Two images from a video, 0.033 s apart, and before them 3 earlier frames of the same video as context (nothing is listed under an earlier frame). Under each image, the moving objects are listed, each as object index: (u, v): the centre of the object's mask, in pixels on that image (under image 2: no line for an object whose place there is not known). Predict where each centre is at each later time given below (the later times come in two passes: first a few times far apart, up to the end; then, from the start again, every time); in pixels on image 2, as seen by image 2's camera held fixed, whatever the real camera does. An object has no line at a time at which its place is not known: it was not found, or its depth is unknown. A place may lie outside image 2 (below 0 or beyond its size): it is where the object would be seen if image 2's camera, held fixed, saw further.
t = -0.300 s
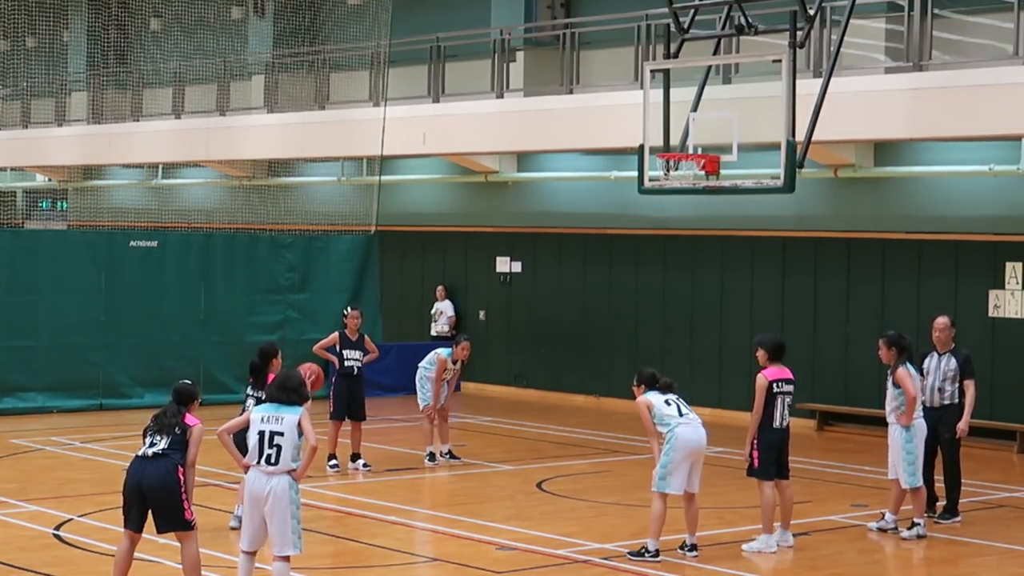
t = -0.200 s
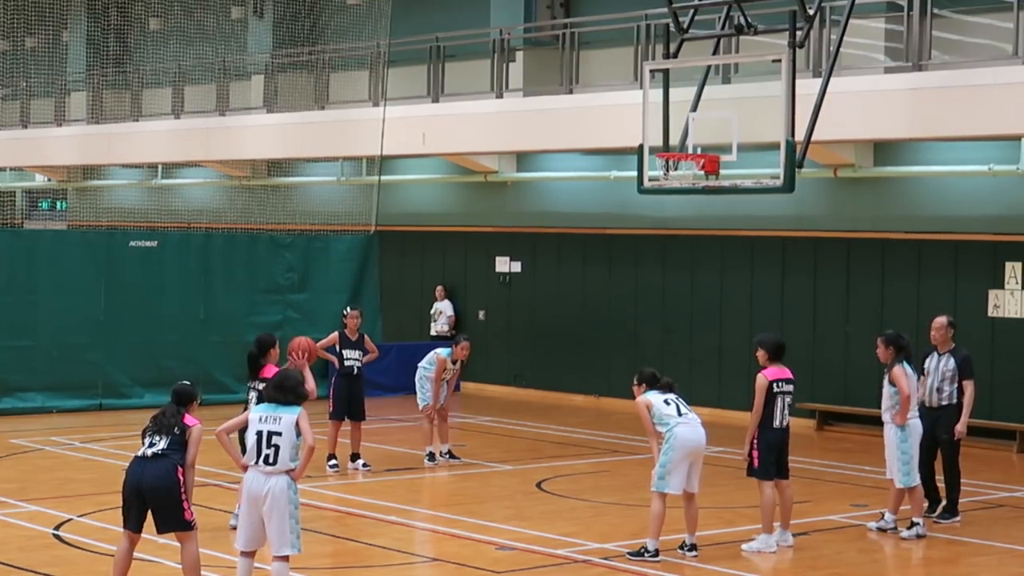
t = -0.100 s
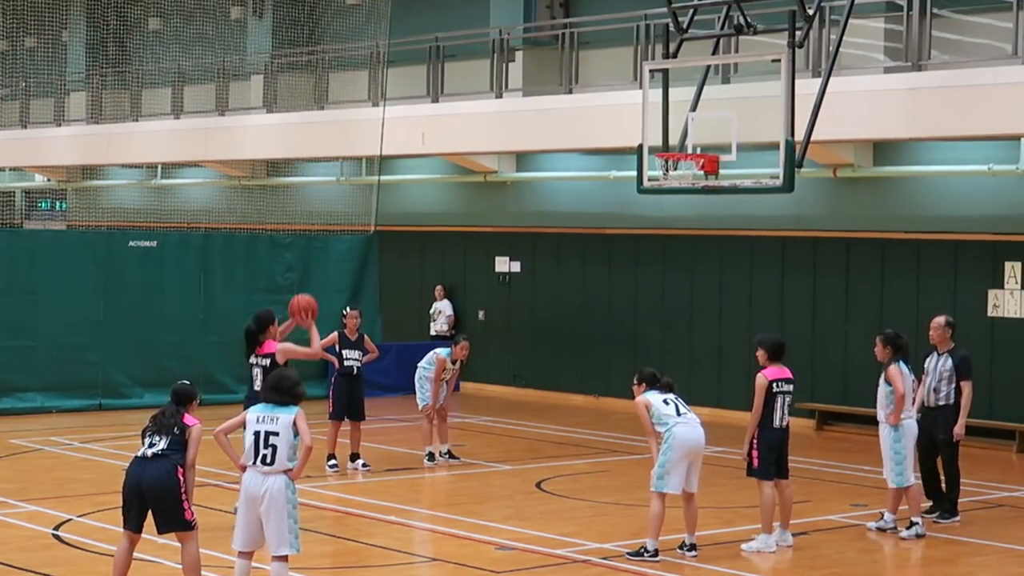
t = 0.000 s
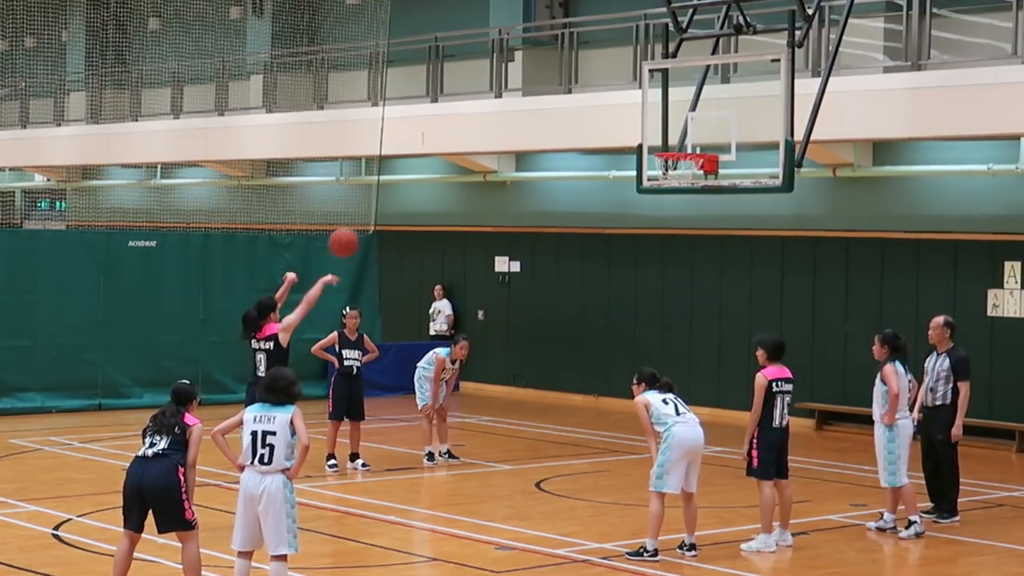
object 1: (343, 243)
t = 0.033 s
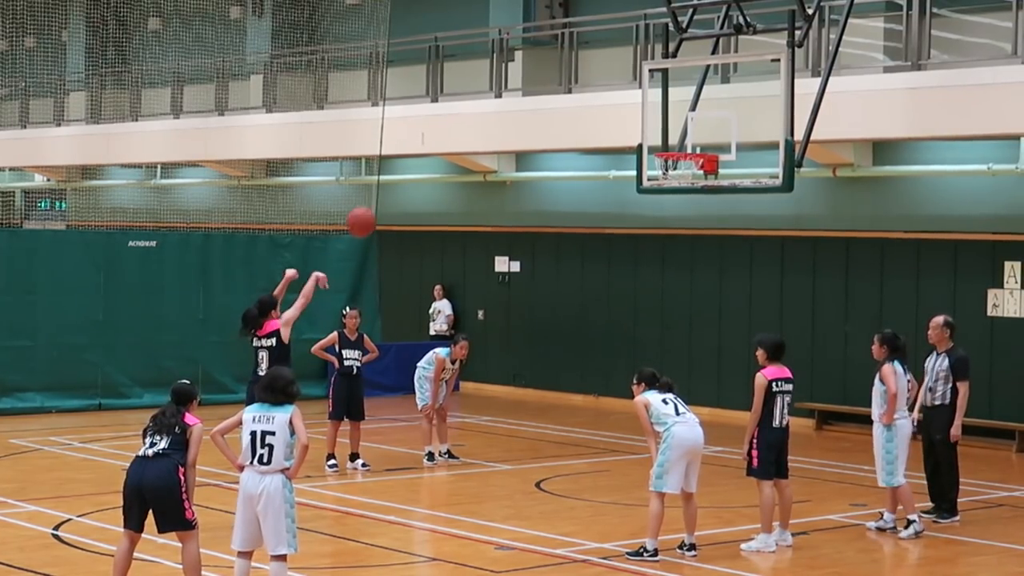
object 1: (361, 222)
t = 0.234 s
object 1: (461, 132)
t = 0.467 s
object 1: (566, 94)
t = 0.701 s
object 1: (658, 119)
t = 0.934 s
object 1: (667, 137)
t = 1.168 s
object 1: (656, 109)
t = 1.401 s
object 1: (644, 140)
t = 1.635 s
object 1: (629, 235)
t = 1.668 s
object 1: (627, 254)
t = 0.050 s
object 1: (370, 212)
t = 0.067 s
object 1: (379, 203)
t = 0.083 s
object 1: (387, 195)
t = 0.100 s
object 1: (396, 186)
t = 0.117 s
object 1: (404, 178)
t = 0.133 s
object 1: (413, 170)
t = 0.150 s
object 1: (421, 163)
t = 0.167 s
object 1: (429, 156)
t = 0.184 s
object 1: (438, 150)
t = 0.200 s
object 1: (446, 144)
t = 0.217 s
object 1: (454, 138)
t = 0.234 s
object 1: (461, 132)
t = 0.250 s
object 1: (469, 127)
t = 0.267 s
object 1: (477, 123)
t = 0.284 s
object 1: (485, 119)
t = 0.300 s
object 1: (493, 115)
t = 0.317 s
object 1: (500, 111)
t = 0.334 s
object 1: (508, 108)
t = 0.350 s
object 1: (515, 105)
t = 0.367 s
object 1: (523, 103)
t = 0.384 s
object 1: (530, 101)
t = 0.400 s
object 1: (538, 99)
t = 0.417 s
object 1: (545, 97)
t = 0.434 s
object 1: (552, 96)
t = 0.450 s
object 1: (559, 95)
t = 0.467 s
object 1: (566, 94)
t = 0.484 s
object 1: (573, 94)
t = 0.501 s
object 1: (580, 95)
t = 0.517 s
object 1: (587, 95)
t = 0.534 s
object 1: (594, 96)
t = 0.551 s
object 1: (600, 97)
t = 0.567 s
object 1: (607, 98)
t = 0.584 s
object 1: (613, 100)
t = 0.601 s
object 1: (620, 102)
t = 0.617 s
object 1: (627, 104)
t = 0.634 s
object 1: (633, 107)
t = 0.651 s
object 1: (640, 109)
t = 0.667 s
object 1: (646, 113)
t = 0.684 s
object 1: (651, 116)
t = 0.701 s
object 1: (658, 119)
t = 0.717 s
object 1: (664, 123)
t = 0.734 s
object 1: (670, 127)
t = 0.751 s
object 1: (676, 132)
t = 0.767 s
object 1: (682, 137)
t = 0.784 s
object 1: (688, 141)
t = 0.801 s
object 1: (693, 145)
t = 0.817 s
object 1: (695, 146)
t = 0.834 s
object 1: (689, 146)
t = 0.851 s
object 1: (683, 145)
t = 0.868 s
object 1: (676, 145)
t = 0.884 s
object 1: (671, 145)
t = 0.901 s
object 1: (669, 143)
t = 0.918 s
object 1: (667, 140)
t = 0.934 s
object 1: (667, 137)
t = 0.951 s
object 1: (666, 132)
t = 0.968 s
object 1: (665, 128)
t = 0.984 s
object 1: (665, 125)
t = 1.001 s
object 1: (664, 122)
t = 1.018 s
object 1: (664, 120)
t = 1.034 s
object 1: (663, 117)
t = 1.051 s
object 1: (662, 115)
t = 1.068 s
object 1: (661, 113)
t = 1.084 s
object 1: (660, 112)
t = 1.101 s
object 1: (659, 111)
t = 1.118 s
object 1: (658, 110)
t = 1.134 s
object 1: (658, 109)
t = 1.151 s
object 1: (657, 109)
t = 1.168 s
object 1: (656, 109)
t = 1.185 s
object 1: (655, 109)
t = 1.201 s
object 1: (655, 110)
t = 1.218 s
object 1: (654, 110)
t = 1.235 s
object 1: (653, 112)
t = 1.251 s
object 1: (652, 113)
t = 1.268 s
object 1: (651, 115)
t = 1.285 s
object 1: (650, 117)
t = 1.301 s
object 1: (649, 119)
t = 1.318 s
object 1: (649, 122)
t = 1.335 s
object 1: (648, 125)
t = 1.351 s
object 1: (647, 128)
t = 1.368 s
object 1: (646, 132)
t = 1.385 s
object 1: (645, 136)
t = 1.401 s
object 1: (644, 140)
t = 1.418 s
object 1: (643, 145)
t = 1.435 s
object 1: (642, 150)
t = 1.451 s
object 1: (641, 155)
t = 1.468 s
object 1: (640, 161)
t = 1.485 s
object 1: (639, 167)
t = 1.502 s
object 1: (638, 173)
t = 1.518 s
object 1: (637, 180)
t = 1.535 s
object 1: (636, 187)
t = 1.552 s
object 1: (635, 194)
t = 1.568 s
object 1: (634, 201)
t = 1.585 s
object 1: (632, 209)
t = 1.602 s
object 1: (631, 217)
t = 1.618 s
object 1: (630, 226)
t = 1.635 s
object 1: (629, 235)
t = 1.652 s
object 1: (628, 245)
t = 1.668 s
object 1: (627, 254)
